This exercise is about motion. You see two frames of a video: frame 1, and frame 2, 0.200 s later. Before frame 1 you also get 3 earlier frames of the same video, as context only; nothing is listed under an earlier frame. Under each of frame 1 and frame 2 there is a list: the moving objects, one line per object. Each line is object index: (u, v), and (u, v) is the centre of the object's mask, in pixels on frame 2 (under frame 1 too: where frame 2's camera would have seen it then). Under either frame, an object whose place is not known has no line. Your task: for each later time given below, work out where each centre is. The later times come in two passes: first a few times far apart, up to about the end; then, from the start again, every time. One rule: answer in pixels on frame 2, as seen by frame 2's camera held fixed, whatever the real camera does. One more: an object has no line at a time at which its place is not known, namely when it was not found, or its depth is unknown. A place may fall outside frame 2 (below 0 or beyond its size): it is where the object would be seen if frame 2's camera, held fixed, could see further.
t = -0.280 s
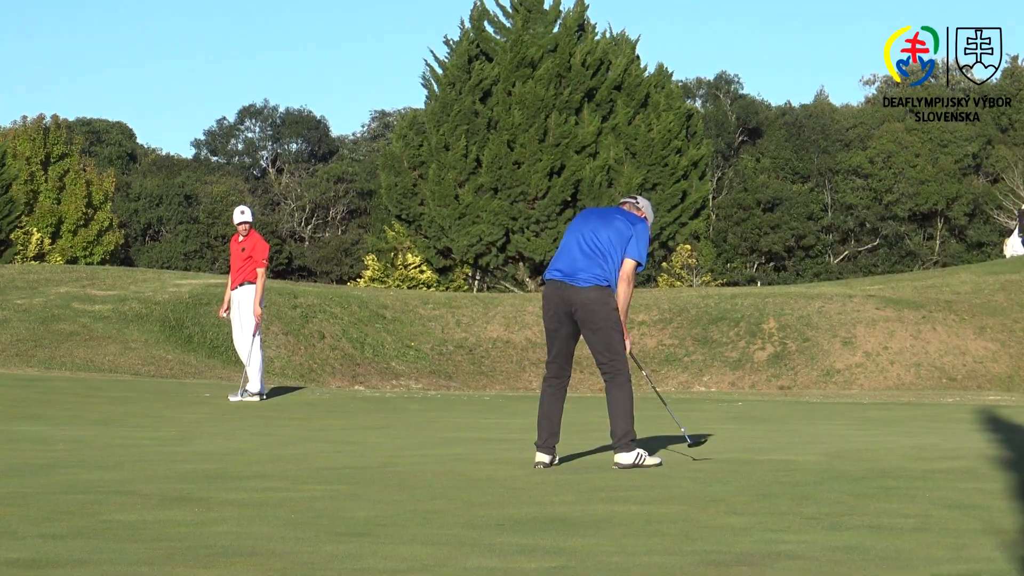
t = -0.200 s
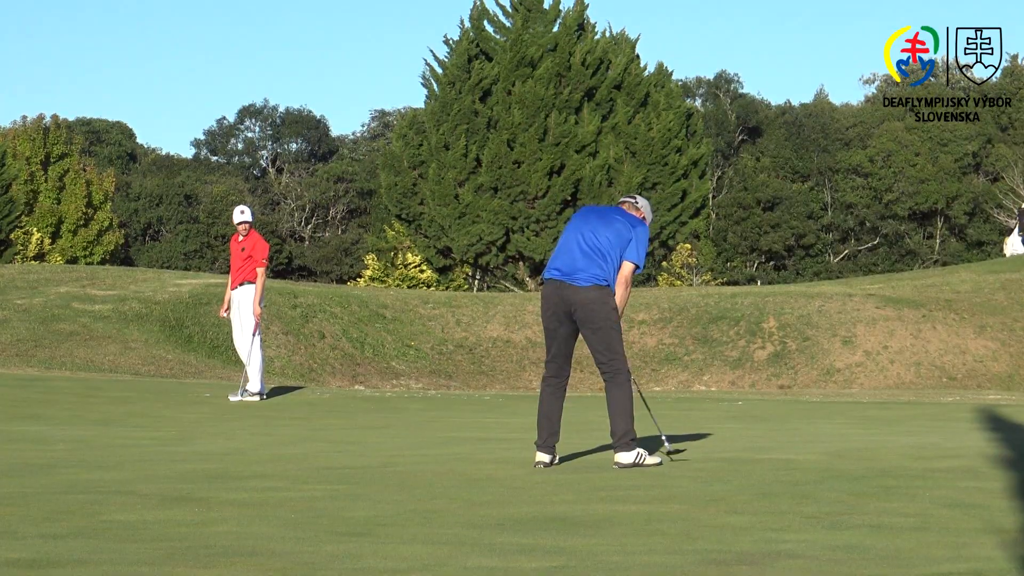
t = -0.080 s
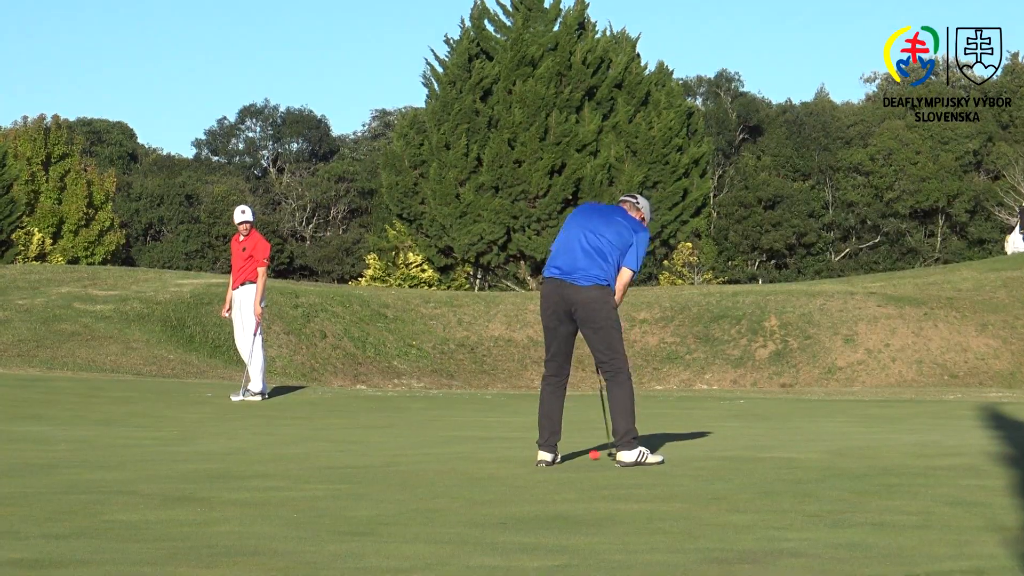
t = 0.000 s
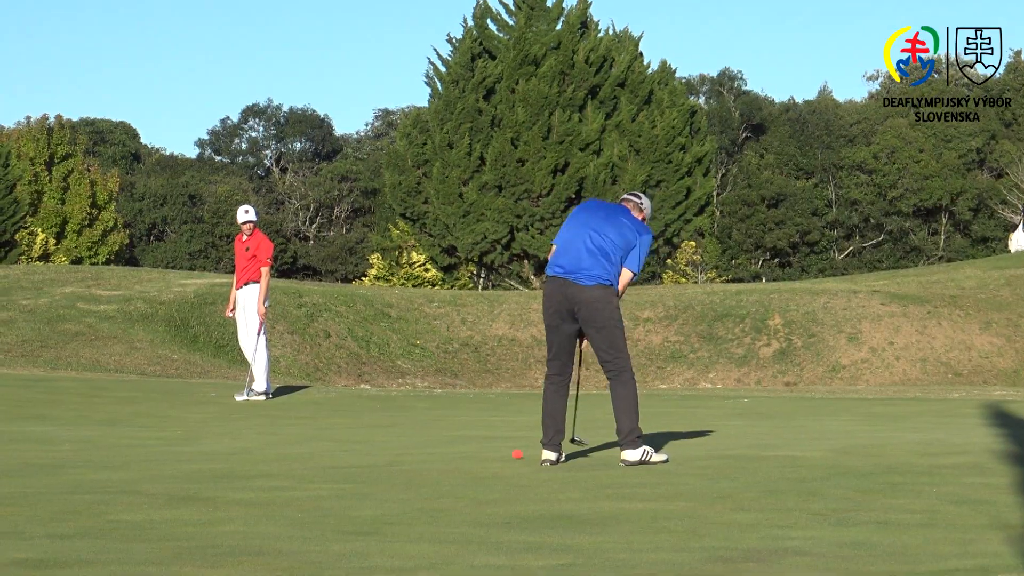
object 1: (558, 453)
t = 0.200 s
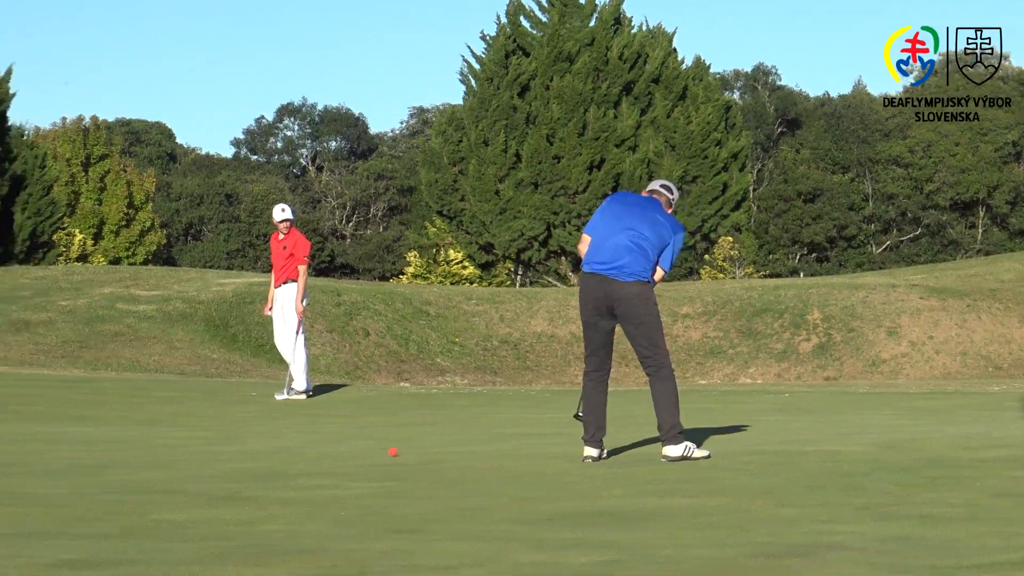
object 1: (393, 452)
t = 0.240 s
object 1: (364, 452)
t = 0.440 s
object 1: (237, 451)
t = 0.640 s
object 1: (132, 453)
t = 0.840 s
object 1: (38, 451)
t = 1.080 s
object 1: (-79, 451)
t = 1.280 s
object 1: (-170, 449)
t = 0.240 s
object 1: (364, 452)
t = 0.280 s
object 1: (338, 451)
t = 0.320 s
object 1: (312, 451)
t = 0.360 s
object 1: (286, 451)
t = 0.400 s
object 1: (261, 451)
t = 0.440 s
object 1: (237, 451)
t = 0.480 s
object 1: (212, 452)
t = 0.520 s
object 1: (188, 452)
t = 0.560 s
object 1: (163, 455)
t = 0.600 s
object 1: (145, 455)
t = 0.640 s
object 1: (132, 453)
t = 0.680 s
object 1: (114, 452)
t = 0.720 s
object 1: (97, 451)
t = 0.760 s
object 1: (78, 451)
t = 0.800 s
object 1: (59, 450)
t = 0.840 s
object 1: (38, 451)
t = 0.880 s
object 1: (19, 450)
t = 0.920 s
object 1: (-1, 449)
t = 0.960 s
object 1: (-20, 451)
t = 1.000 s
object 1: (-40, 450)
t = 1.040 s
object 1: (-59, 451)
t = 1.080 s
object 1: (-79, 451)
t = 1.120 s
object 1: (-97, 451)
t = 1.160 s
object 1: (-116, 449)
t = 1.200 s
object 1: (-134, 450)
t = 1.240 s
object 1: (-152, 451)
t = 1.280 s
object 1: (-170, 449)
